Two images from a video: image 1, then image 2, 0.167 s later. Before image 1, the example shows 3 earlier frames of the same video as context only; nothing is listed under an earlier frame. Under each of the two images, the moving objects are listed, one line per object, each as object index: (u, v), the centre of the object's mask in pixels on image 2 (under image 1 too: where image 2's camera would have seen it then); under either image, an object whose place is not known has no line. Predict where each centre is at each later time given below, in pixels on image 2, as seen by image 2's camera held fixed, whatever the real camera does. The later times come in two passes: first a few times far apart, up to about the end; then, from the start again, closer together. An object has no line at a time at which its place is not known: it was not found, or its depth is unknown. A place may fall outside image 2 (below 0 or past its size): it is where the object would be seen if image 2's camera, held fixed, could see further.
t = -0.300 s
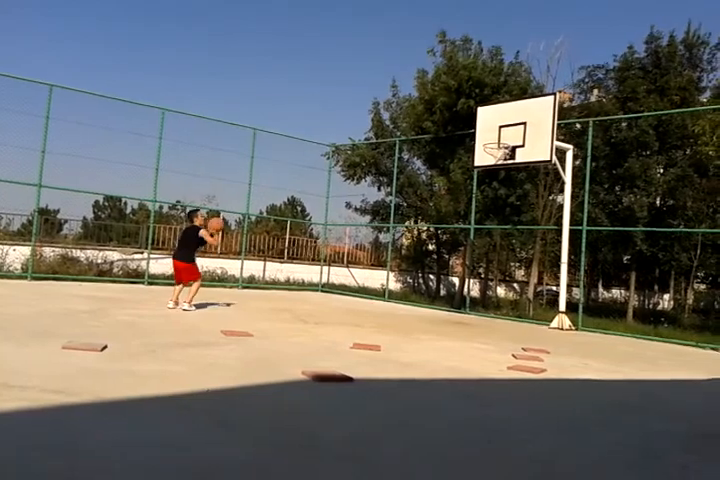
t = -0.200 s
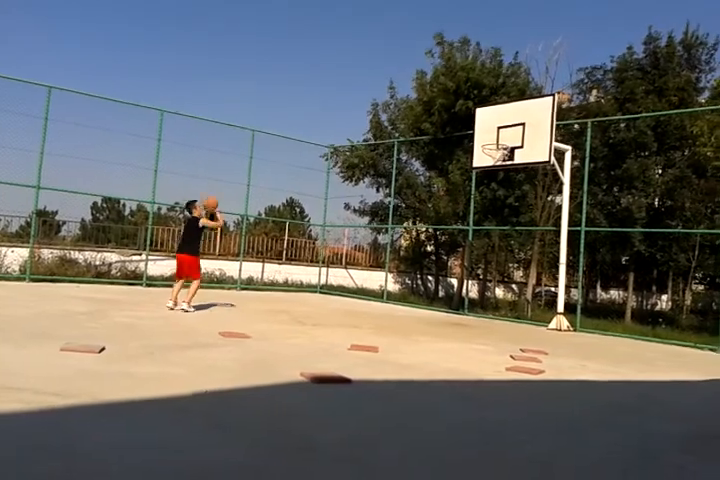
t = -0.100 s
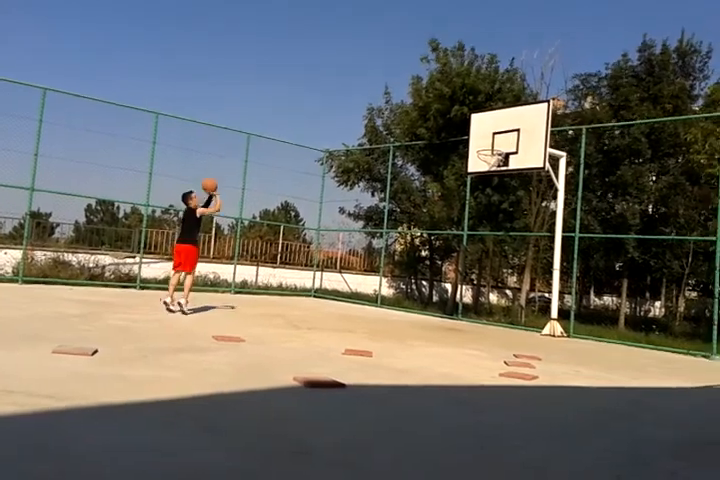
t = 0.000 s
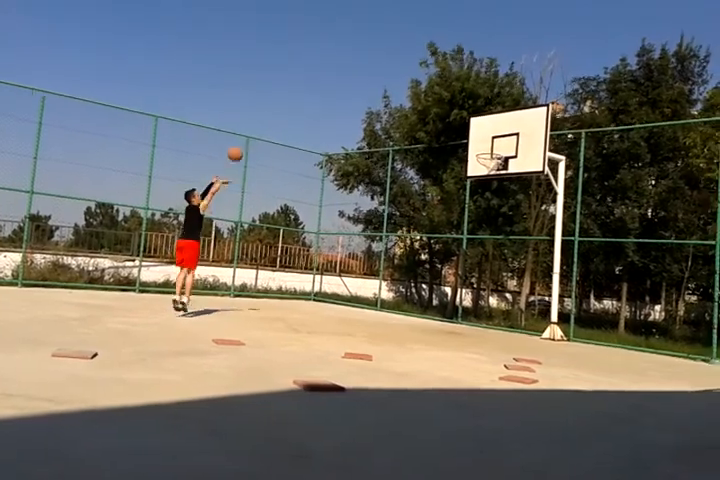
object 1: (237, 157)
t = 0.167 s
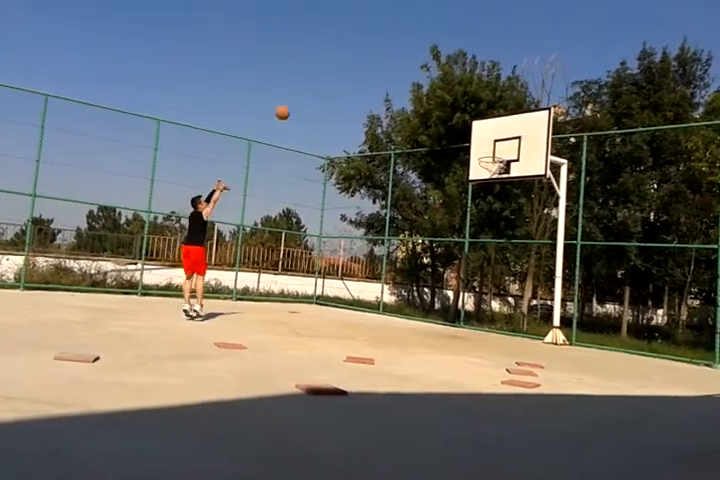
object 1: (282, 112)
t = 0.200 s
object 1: (291, 105)
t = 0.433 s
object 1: (348, 76)
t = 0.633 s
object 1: (390, 79)
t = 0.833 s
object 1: (428, 100)
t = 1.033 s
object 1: (464, 144)
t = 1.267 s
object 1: (475, 203)
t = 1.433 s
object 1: (474, 256)
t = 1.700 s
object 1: (469, 306)
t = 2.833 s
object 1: (426, 284)
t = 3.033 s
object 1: (419, 303)
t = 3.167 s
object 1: (417, 288)
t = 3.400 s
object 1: (406, 284)
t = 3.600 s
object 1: (396, 299)
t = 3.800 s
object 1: (392, 303)
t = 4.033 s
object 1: (392, 290)
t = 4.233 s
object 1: (391, 294)
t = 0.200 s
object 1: (291, 105)
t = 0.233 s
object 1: (299, 100)
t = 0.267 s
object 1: (308, 94)
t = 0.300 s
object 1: (316, 89)
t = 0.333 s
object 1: (324, 85)
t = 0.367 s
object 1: (332, 82)
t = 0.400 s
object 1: (342, 78)
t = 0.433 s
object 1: (348, 76)
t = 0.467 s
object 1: (355, 76)
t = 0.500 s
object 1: (362, 74)
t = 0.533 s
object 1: (370, 74)
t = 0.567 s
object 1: (377, 74)
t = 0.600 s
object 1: (384, 76)
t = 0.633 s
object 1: (390, 79)
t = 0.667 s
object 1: (396, 81)
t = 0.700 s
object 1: (404, 84)
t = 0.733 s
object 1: (412, 86)
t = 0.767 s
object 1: (418, 90)
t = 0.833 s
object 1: (428, 100)
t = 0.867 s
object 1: (434, 106)
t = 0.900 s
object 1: (440, 112)
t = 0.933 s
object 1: (447, 119)
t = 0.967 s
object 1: (452, 127)
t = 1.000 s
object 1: (458, 135)
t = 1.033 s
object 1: (464, 144)
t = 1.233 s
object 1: (475, 194)
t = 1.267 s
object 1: (475, 203)
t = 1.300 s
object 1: (475, 213)
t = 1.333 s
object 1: (475, 224)
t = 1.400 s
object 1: (474, 245)
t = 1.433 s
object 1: (474, 256)
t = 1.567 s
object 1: (472, 308)
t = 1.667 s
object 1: (471, 316)
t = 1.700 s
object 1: (469, 306)
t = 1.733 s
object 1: (469, 296)
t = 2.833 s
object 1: (426, 284)
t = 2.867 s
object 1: (424, 292)
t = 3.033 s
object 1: (419, 303)
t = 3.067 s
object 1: (420, 297)
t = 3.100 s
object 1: (420, 293)
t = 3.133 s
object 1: (418, 290)
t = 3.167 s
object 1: (417, 288)
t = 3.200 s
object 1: (414, 283)
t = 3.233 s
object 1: (412, 283)
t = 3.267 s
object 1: (411, 282)
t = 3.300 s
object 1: (410, 282)
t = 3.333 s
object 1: (408, 282)
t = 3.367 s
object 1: (407, 283)
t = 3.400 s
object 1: (406, 284)
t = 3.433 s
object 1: (404, 285)
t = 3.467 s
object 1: (403, 287)
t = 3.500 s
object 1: (400, 289)
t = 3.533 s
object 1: (399, 293)
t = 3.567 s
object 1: (398, 295)
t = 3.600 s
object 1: (396, 299)
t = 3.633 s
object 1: (394, 305)
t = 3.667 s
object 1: (392, 308)
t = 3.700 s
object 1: (391, 314)
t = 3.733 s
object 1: (391, 309)
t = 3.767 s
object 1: (391, 307)
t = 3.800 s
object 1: (392, 303)
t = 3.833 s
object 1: (391, 298)
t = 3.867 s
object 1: (392, 296)
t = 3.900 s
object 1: (391, 293)
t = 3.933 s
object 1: (392, 291)
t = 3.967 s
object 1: (391, 290)
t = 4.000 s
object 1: (392, 290)
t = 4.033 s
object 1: (392, 290)
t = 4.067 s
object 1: (391, 290)
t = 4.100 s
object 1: (391, 290)
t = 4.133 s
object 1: (390, 290)
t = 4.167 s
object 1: (391, 291)
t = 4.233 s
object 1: (391, 294)
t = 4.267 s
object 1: (391, 297)
